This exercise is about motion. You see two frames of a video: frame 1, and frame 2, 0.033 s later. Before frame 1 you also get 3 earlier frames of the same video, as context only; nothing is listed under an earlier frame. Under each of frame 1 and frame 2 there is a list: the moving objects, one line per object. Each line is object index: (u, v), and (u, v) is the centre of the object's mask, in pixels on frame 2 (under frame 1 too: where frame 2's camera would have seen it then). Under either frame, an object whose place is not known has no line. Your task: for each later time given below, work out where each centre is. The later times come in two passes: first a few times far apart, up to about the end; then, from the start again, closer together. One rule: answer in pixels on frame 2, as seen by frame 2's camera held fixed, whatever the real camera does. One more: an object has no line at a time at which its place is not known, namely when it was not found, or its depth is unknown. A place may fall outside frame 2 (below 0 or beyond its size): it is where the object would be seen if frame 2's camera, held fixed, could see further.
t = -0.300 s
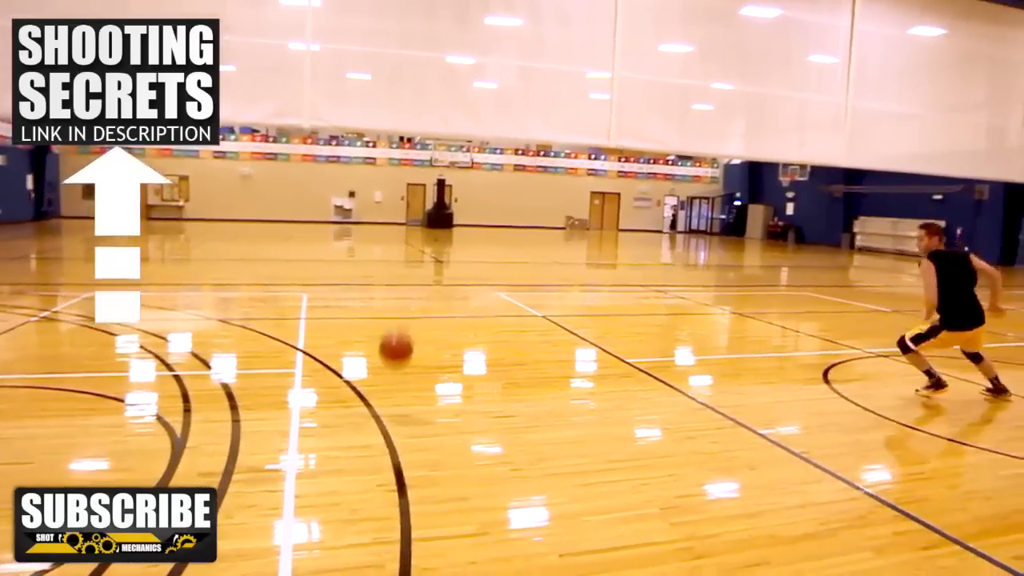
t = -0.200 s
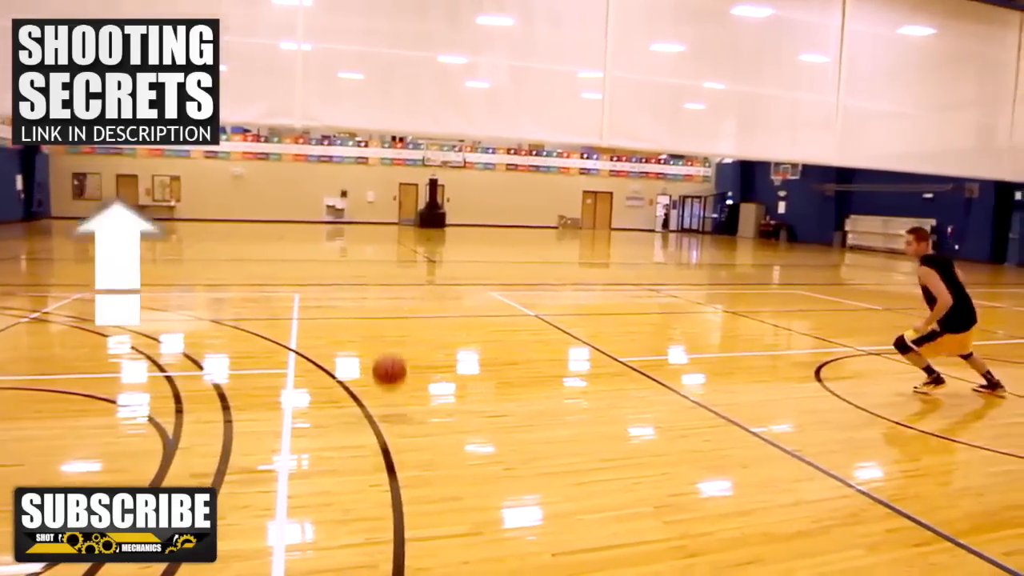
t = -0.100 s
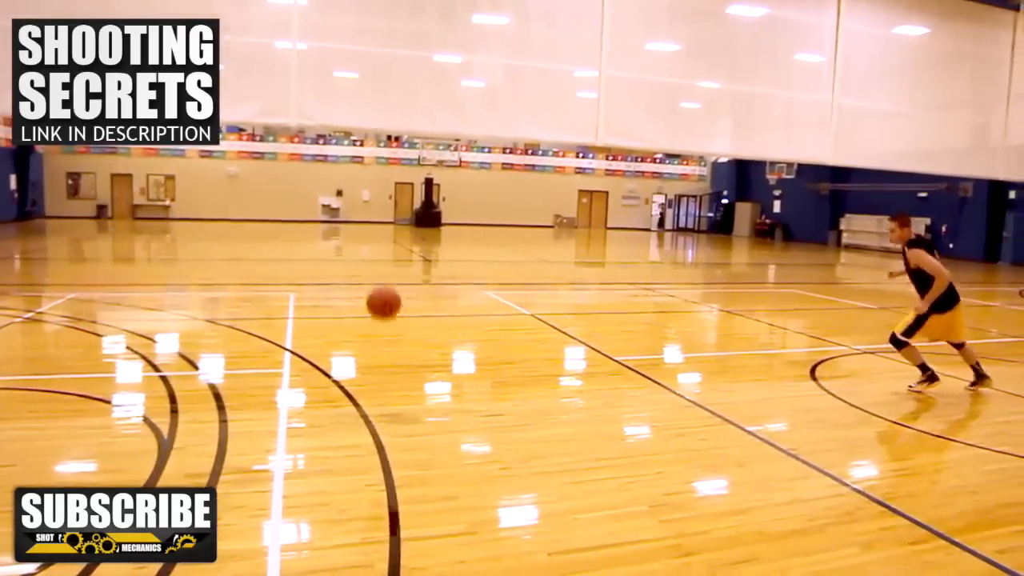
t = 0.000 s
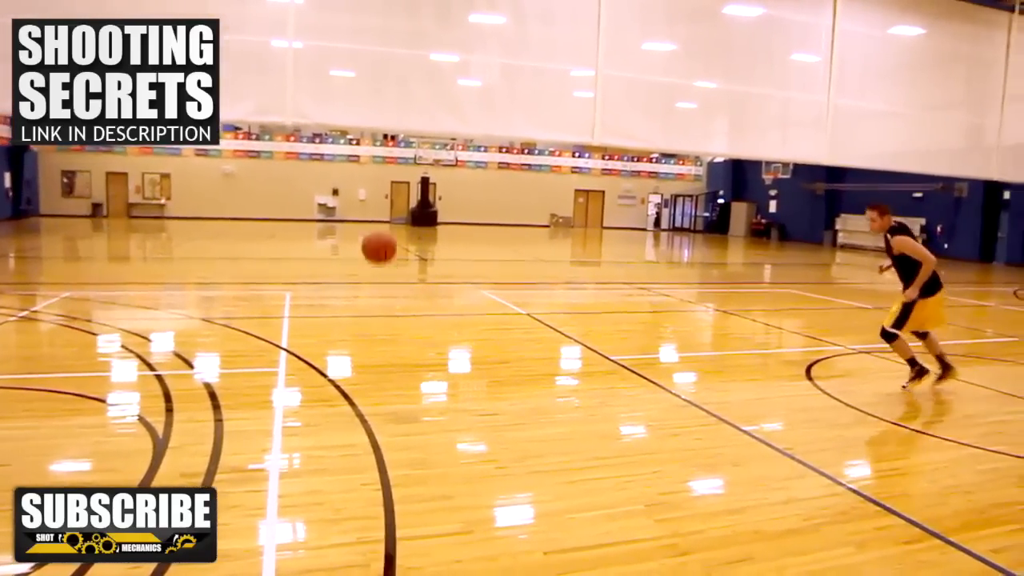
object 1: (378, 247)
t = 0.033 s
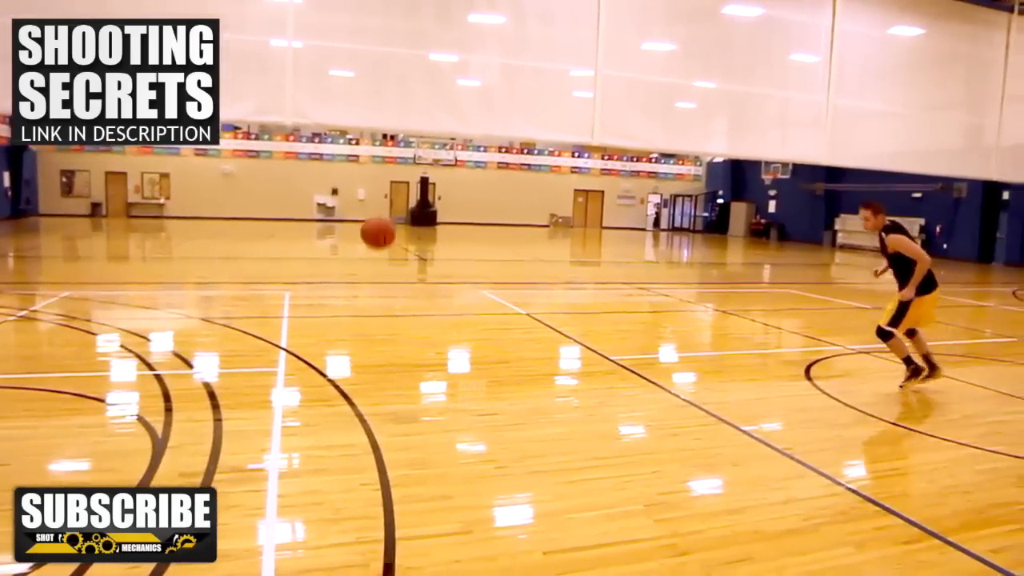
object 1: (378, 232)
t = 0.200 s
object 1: (377, 181)
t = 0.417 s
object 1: (377, 173)
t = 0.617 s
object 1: (376, 225)
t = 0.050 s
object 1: (377, 225)
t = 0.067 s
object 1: (377, 219)
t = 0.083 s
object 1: (377, 213)
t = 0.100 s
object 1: (377, 207)
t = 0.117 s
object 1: (377, 201)
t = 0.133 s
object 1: (376, 196)
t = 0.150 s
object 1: (377, 192)
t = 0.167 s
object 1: (377, 187)
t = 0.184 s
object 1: (377, 184)
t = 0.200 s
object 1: (377, 181)
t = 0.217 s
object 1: (377, 178)
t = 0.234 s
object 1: (377, 176)
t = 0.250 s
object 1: (377, 173)
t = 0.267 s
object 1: (377, 171)
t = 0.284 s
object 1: (377, 170)
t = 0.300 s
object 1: (377, 169)
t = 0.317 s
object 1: (377, 168)
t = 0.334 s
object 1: (377, 168)
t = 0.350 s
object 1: (377, 168)
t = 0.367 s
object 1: (377, 169)
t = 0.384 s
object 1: (377, 170)
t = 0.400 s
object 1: (377, 171)
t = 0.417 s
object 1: (377, 173)
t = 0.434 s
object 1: (377, 175)
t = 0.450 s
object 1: (377, 178)
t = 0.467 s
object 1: (377, 180)
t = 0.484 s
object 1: (377, 184)
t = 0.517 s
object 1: (379, 192)
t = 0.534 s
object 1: (379, 196)
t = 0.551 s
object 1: (376, 202)
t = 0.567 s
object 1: (376, 206)
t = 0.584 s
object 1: (377, 212)
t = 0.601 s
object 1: (377, 219)
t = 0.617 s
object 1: (376, 225)
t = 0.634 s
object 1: (376, 232)
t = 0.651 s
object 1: (376, 240)
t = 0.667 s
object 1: (376, 247)
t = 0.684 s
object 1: (375, 255)
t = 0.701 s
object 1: (374, 263)
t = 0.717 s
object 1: (374, 271)
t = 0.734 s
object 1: (374, 281)
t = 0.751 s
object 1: (374, 289)
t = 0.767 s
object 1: (374, 300)
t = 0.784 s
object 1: (373, 309)
